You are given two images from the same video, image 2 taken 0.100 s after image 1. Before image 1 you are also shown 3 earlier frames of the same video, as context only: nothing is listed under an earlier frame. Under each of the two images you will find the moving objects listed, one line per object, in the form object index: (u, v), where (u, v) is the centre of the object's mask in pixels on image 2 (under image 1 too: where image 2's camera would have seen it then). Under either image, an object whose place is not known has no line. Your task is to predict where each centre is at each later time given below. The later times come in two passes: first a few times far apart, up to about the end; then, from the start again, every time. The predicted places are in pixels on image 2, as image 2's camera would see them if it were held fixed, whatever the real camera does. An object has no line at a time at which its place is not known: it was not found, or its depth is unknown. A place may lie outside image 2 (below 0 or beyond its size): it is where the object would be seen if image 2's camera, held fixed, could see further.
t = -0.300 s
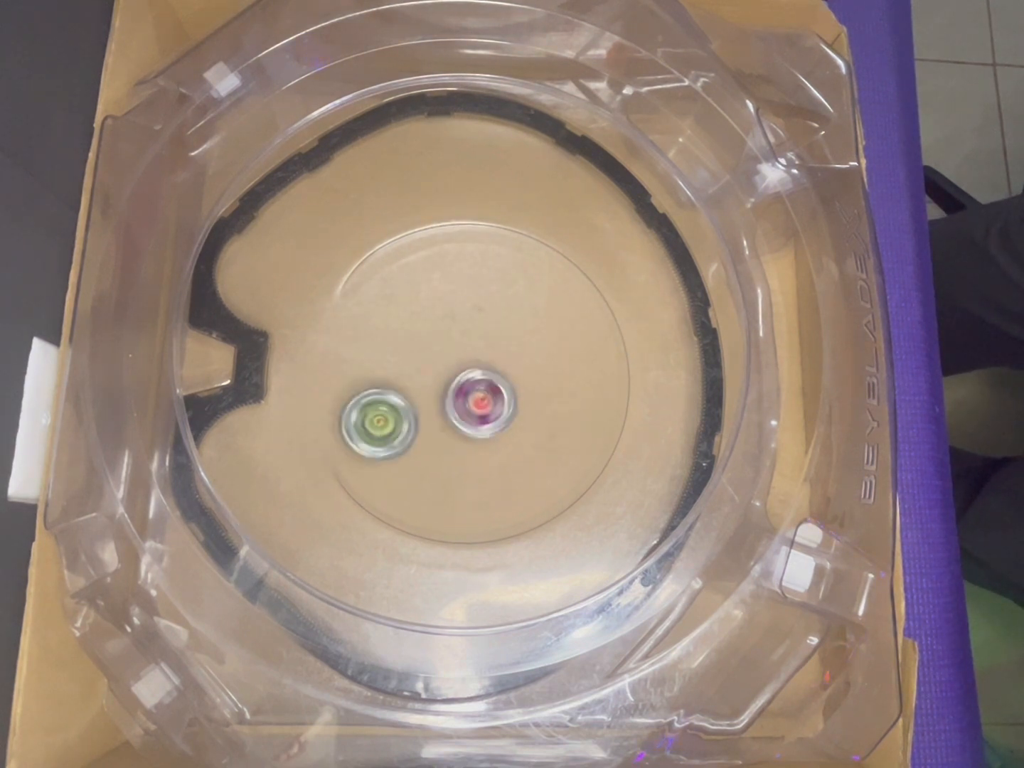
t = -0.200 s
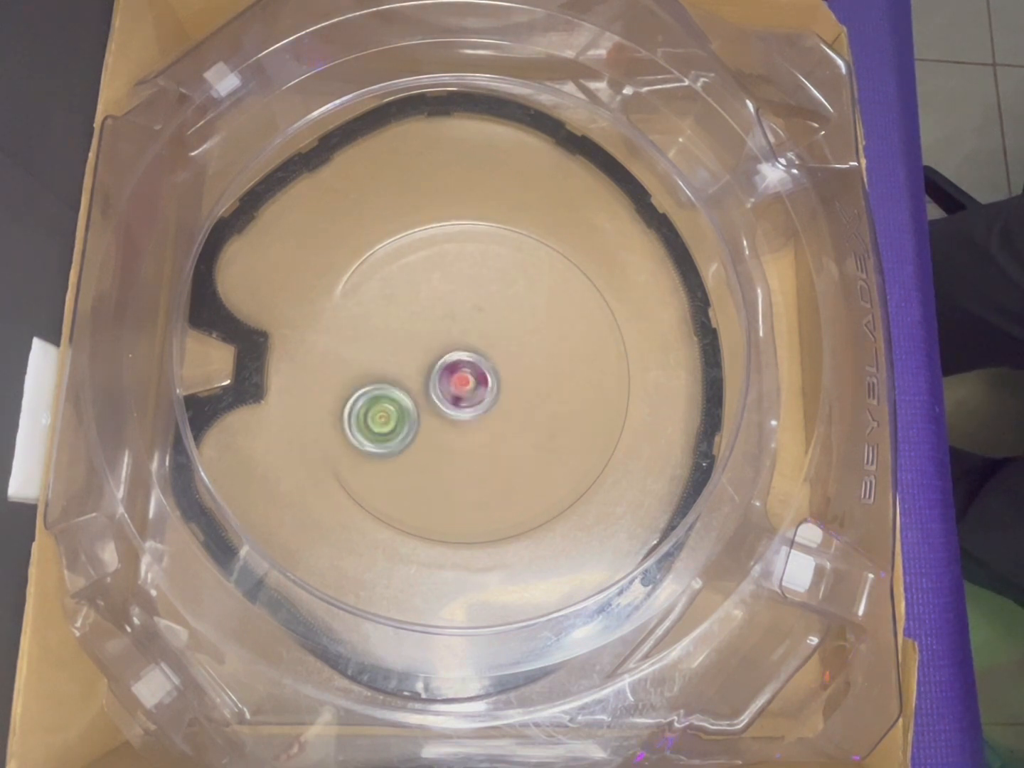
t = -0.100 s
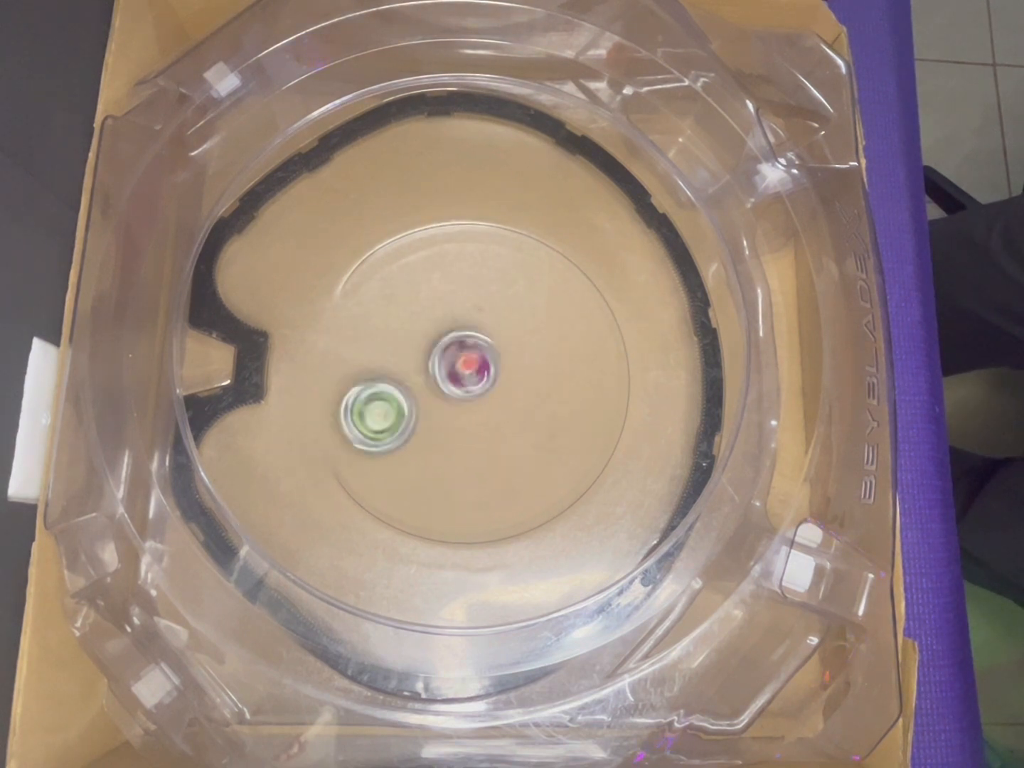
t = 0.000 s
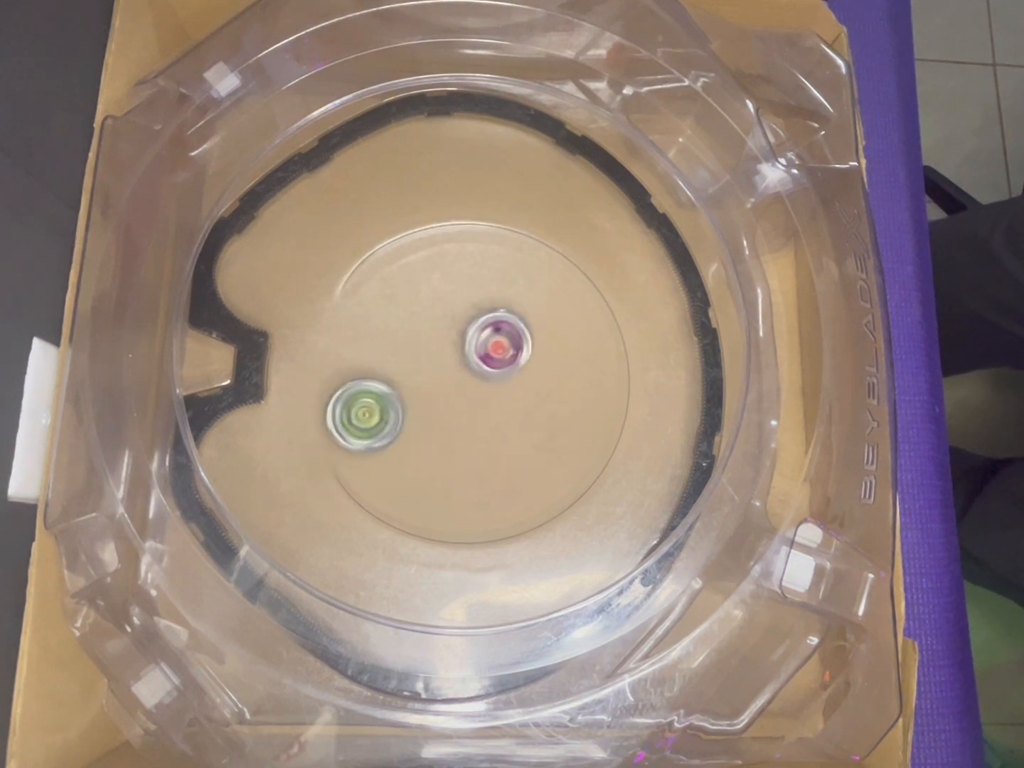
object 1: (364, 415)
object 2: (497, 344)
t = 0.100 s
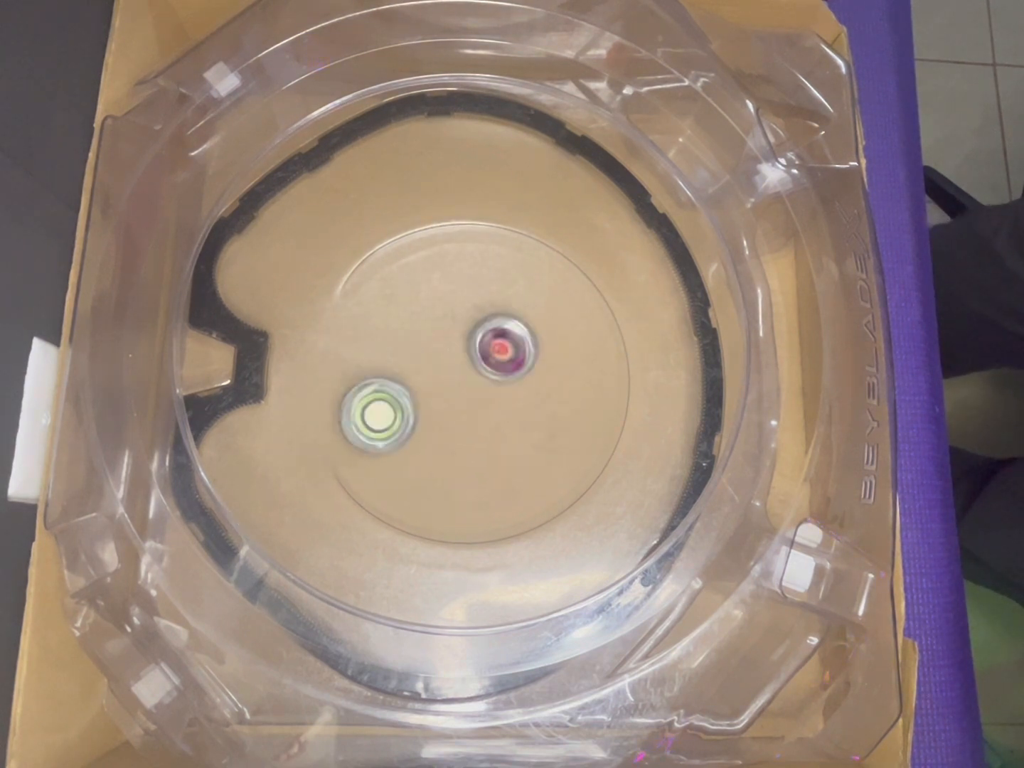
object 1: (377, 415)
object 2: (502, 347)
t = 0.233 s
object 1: (405, 415)
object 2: (496, 349)
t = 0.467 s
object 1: (462, 429)
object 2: (474, 347)
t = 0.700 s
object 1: (493, 451)
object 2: (470, 341)
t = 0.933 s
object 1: (492, 444)
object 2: (463, 348)
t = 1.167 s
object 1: (497, 398)
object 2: (450, 346)
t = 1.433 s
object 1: (527, 432)
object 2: (436, 283)
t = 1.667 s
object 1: (510, 436)
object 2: (447, 344)
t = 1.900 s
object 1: (510, 426)
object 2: (395, 408)
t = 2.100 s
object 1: (524, 400)
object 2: (375, 411)
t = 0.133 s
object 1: (382, 415)
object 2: (500, 348)
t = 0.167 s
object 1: (389, 415)
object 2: (499, 348)
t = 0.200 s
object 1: (397, 415)
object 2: (498, 349)
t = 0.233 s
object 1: (405, 415)
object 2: (496, 349)
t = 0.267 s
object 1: (412, 415)
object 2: (495, 350)
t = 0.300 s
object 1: (422, 417)
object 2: (493, 352)
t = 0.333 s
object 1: (431, 418)
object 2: (490, 353)
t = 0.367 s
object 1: (439, 421)
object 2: (485, 354)
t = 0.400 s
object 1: (447, 423)
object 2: (481, 353)
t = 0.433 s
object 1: (454, 426)
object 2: (476, 350)
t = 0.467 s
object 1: (462, 429)
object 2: (474, 347)
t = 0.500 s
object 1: (469, 433)
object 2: (471, 345)
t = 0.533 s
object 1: (475, 437)
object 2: (471, 343)
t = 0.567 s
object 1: (481, 441)
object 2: (471, 341)
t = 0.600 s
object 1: (485, 444)
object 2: (472, 340)
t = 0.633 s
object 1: (488, 447)
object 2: (471, 340)
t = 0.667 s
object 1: (491, 449)
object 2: (471, 340)
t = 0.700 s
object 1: (493, 451)
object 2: (470, 341)
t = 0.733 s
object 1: (494, 453)
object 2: (468, 341)
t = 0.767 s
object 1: (494, 453)
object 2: (467, 342)
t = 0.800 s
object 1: (494, 452)
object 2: (467, 342)
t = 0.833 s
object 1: (494, 451)
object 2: (466, 342)
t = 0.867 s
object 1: (495, 450)
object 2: (465, 343)
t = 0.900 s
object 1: (493, 448)
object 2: (465, 345)
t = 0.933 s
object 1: (492, 444)
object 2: (463, 348)
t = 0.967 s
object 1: (492, 438)
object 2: (461, 349)
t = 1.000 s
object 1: (492, 433)
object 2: (457, 349)
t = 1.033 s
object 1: (492, 428)
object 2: (454, 349)
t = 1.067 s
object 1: (492, 421)
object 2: (452, 349)
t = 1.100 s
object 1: (493, 414)
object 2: (450, 348)
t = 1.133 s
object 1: (495, 406)
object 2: (451, 347)
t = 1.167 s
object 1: (497, 398)
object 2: (450, 346)
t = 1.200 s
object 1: (499, 392)
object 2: (450, 347)
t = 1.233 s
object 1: (501, 384)
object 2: (449, 348)
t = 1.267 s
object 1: (505, 378)
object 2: (447, 350)
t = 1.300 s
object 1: (513, 386)
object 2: (443, 334)
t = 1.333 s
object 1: (522, 404)
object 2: (437, 316)
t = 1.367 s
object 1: (527, 417)
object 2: (435, 298)
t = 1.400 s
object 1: (527, 427)
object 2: (435, 287)
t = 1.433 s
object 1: (527, 432)
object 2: (436, 283)
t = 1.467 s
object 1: (525, 435)
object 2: (436, 282)
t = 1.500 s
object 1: (525, 434)
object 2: (437, 284)
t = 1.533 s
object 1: (524, 435)
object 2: (438, 290)
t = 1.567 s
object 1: (522, 435)
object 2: (440, 299)
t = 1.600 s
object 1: (519, 436)
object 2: (443, 311)
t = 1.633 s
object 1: (516, 437)
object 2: (445, 326)
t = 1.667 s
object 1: (510, 436)
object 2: (447, 344)
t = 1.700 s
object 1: (504, 434)
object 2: (448, 361)
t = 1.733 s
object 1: (500, 430)
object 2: (447, 377)
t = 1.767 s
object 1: (500, 427)
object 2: (442, 389)
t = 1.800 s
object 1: (506, 429)
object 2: (429, 394)
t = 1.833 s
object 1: (511, 430)
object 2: (416, 399)
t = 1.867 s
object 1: (511, 429)
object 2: (404, 405)
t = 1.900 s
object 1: (510, 426)
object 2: (395, 408)
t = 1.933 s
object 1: (509, 421)
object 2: (387, 409)
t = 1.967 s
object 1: (511, 415)
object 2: (380, 409)
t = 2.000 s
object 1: (513, 409)
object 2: (376, 410)
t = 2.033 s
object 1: (517, 404)
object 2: (374, 410)
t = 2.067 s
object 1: (521, 402)
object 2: (374, 410)
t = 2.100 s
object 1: (524, 400)
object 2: (375, 411)
